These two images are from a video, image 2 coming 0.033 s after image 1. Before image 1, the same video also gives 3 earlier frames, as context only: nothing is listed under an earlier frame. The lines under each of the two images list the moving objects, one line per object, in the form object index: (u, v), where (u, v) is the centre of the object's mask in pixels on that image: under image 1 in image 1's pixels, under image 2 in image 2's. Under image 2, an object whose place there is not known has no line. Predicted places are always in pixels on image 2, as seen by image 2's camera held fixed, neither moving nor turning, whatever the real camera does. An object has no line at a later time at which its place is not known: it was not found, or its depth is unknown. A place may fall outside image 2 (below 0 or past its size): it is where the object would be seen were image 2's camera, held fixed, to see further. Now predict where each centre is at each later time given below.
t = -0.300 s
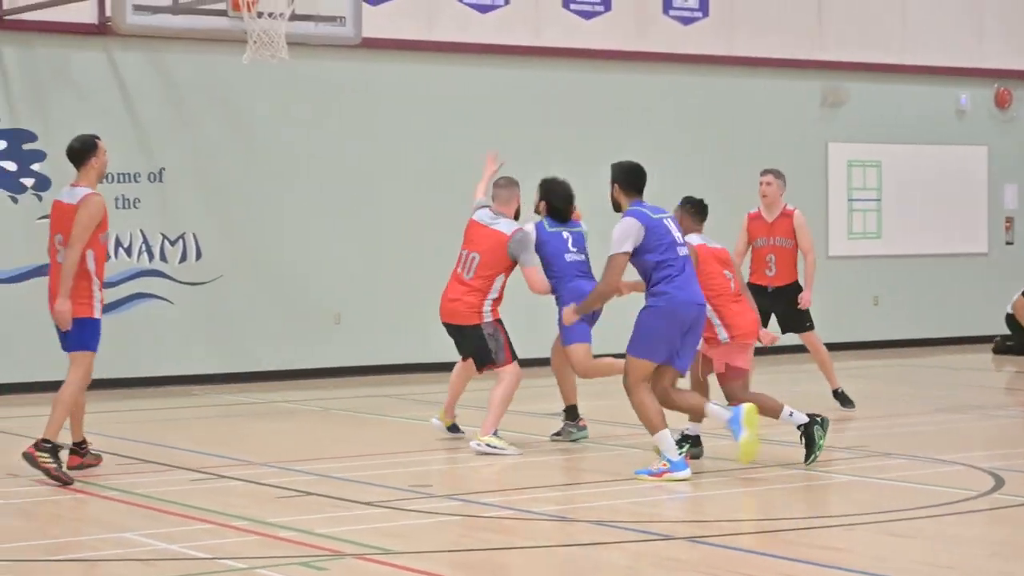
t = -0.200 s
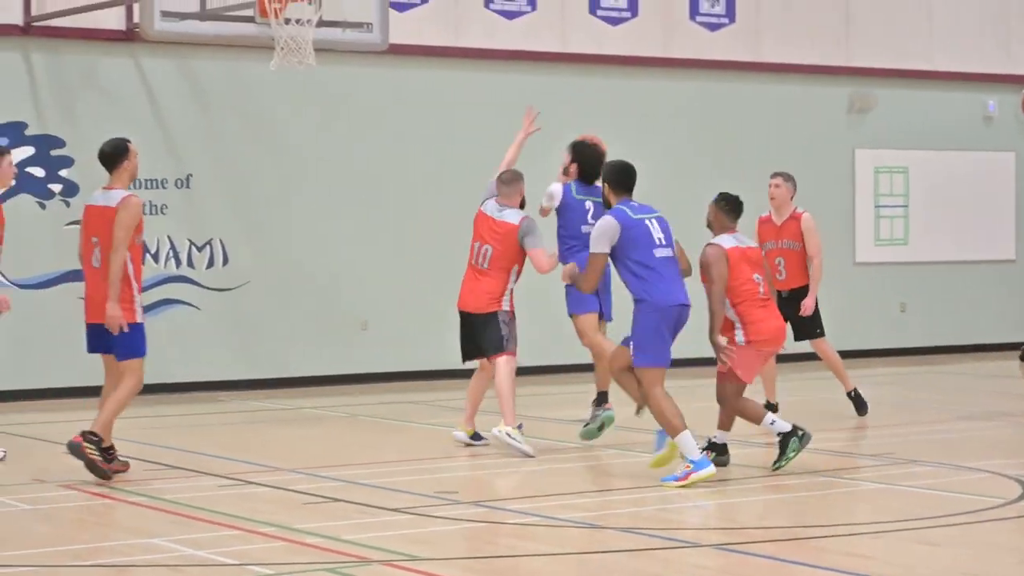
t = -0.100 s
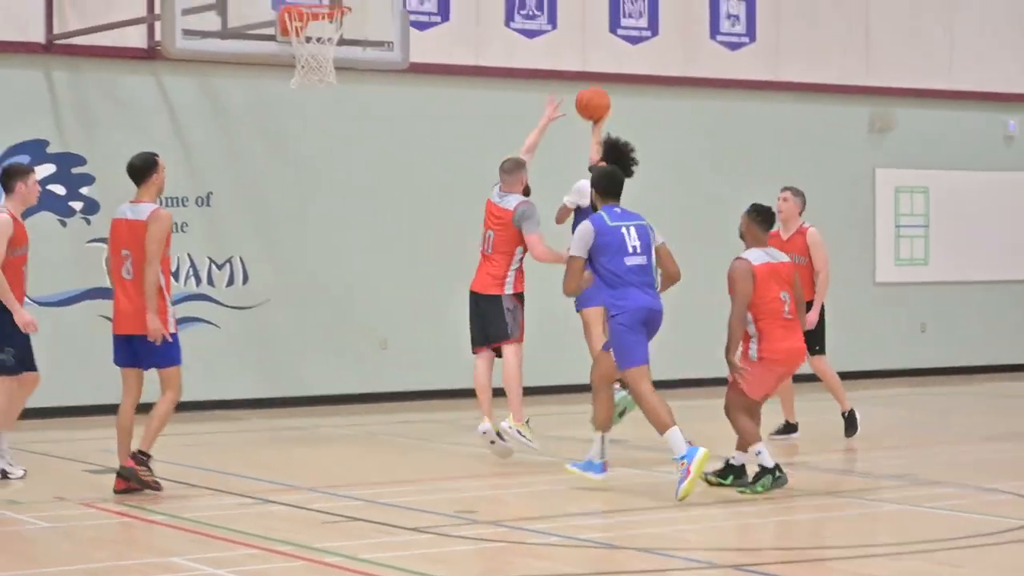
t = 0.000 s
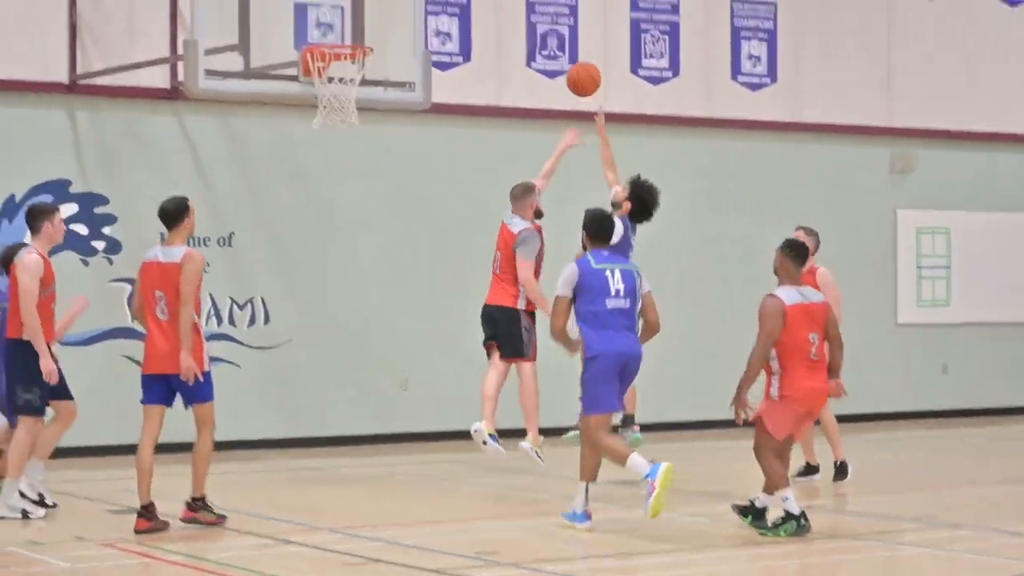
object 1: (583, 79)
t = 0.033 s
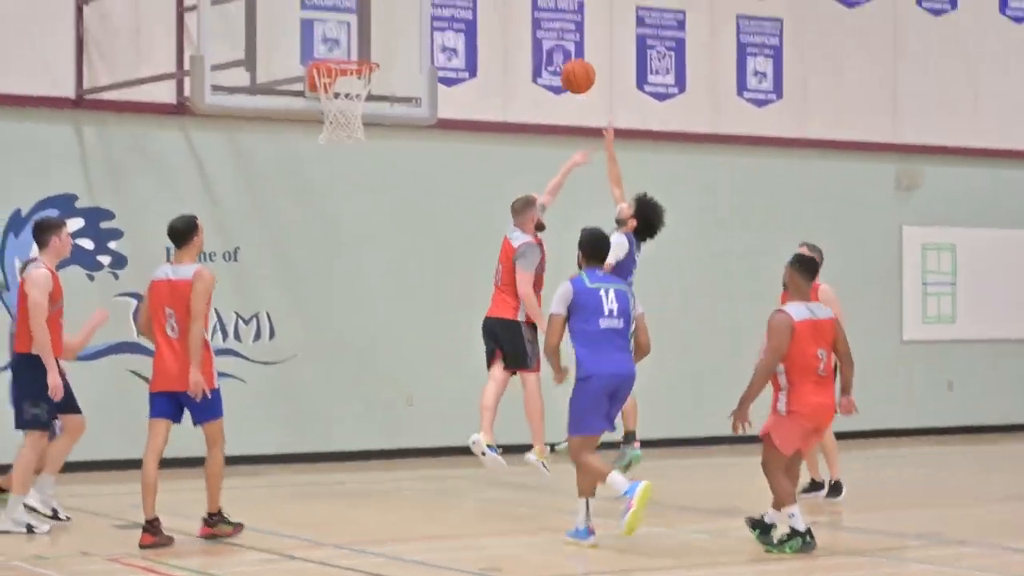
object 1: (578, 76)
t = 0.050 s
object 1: (572, 67)
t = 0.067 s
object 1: (566, 58)
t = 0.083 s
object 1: (560, 50)
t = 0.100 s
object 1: (554, 42)
